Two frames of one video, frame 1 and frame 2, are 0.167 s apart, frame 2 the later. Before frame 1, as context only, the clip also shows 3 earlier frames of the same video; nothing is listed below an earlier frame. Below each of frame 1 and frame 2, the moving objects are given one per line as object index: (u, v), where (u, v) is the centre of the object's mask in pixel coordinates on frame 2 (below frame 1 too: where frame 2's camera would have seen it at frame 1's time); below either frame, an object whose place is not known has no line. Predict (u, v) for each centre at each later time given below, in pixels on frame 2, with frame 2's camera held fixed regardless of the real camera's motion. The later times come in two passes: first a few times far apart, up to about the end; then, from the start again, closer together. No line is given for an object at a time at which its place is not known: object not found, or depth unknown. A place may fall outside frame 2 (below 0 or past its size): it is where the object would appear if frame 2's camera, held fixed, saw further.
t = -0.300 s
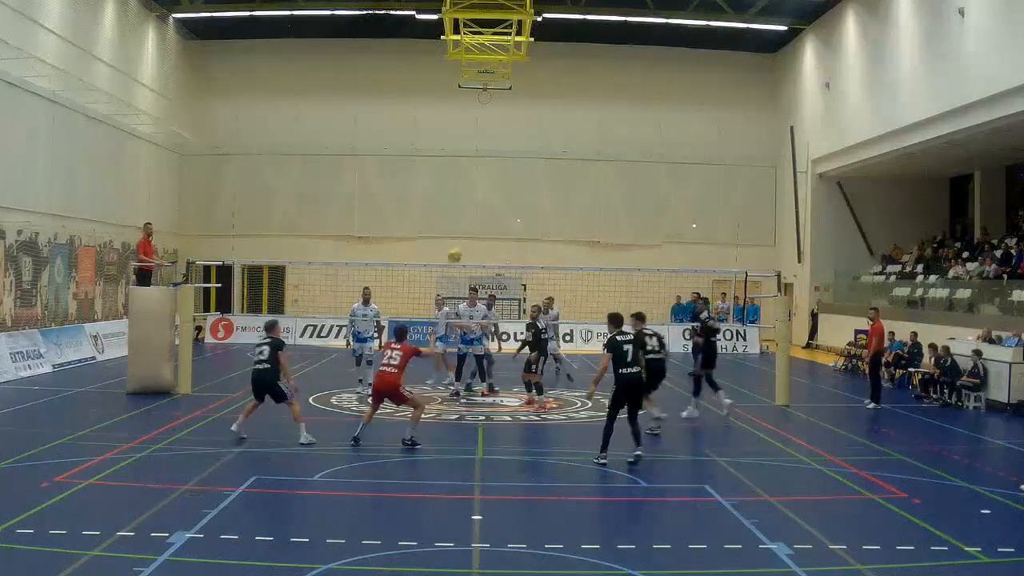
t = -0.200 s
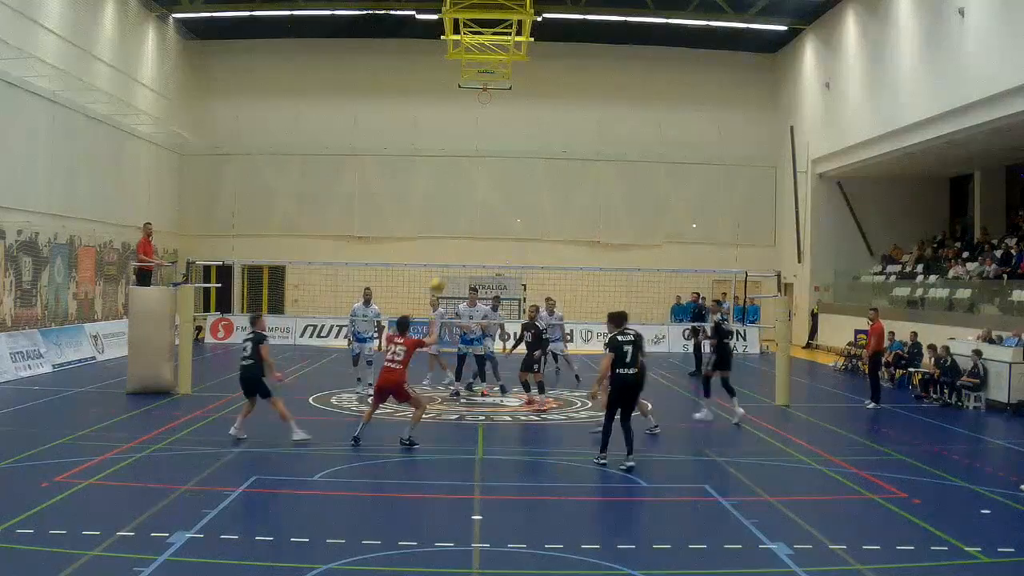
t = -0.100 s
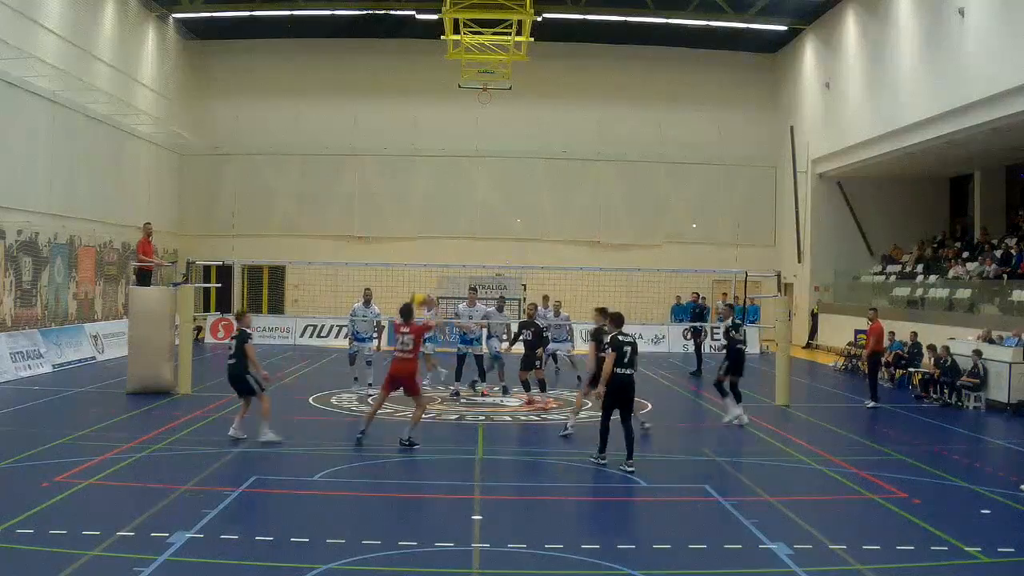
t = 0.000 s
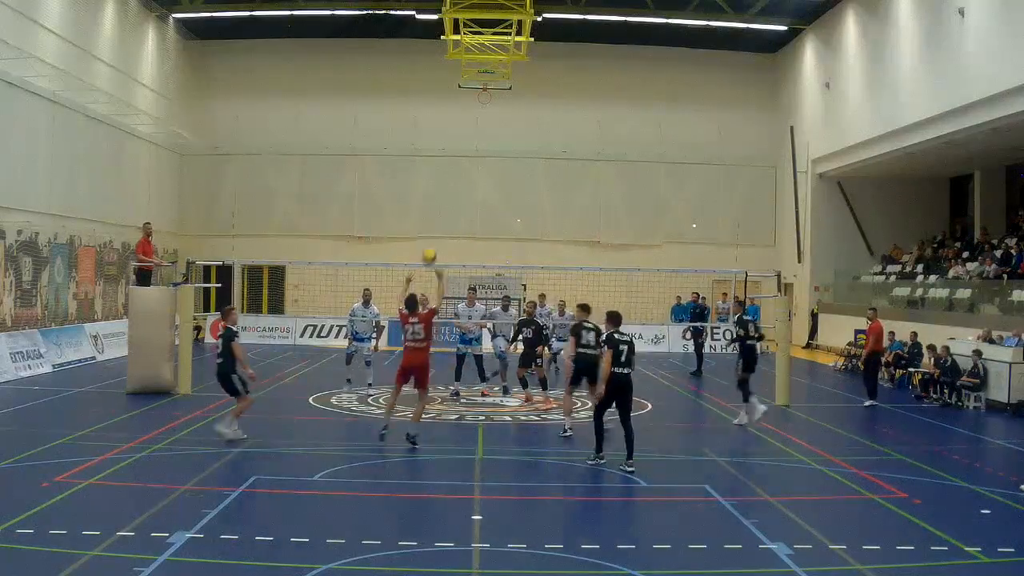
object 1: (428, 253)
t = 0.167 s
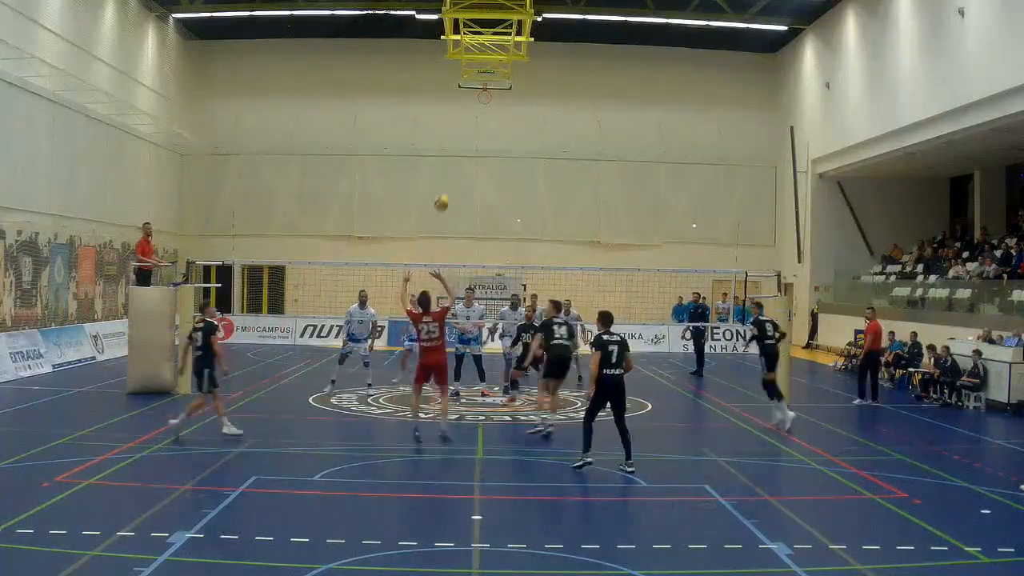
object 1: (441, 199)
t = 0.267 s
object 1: (447, 182)
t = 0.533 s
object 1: (464, 162)
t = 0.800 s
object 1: (477, 189)
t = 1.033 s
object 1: (483, 248)
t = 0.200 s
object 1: (443, 191)
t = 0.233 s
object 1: (445, 187)
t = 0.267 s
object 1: (447, 182)
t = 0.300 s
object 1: (449, 177)
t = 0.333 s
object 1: (452, 173)
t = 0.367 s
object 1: (453, 169)
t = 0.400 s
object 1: (456, 166)
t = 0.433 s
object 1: (458, 164)
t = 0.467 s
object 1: (460, 162)
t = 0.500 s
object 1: (462, 162)
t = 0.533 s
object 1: (464, 162)
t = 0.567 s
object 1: (466, 163)
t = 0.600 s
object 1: (466, 164)
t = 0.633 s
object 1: (467, 167)
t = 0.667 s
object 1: (469, 170)
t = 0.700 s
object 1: (471, 174)
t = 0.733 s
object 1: (473, 178)
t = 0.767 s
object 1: (475, 183)
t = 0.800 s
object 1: (477, 189)
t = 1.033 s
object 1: (483, 248)
